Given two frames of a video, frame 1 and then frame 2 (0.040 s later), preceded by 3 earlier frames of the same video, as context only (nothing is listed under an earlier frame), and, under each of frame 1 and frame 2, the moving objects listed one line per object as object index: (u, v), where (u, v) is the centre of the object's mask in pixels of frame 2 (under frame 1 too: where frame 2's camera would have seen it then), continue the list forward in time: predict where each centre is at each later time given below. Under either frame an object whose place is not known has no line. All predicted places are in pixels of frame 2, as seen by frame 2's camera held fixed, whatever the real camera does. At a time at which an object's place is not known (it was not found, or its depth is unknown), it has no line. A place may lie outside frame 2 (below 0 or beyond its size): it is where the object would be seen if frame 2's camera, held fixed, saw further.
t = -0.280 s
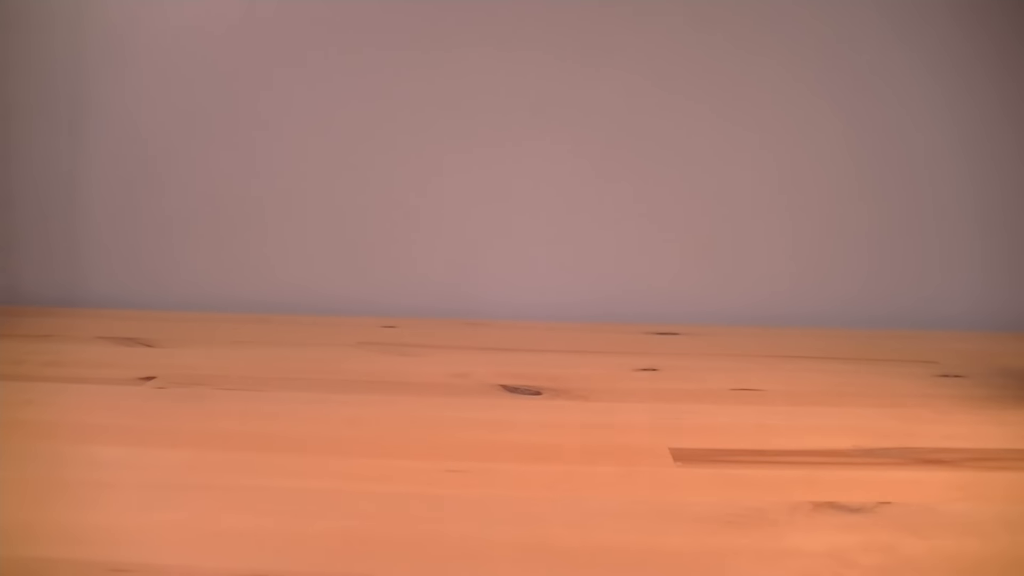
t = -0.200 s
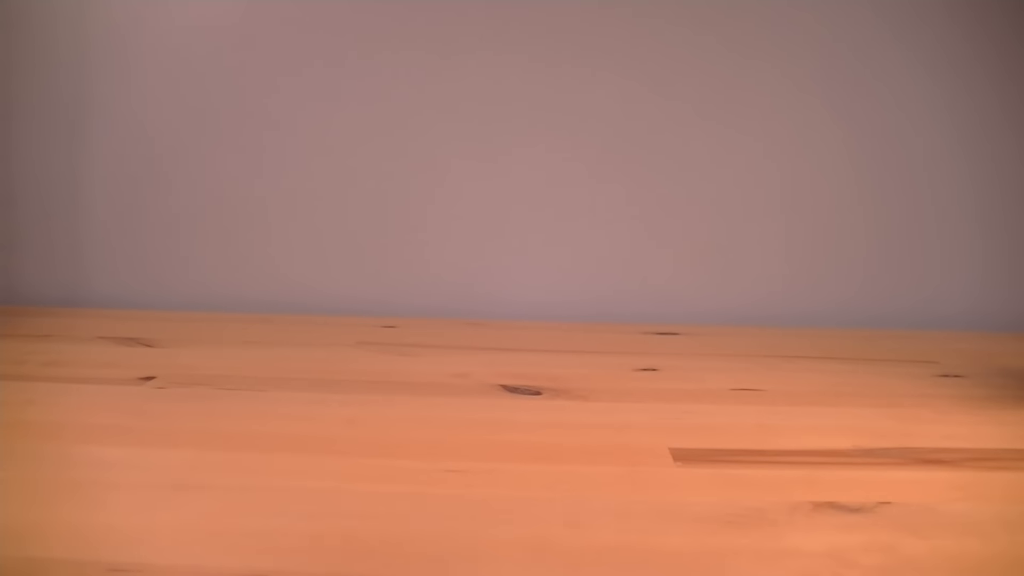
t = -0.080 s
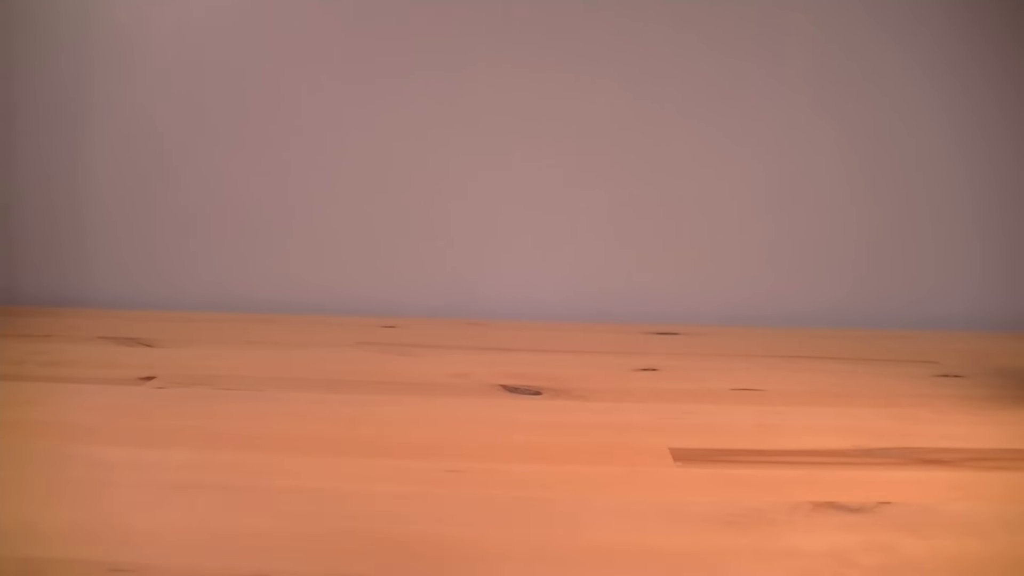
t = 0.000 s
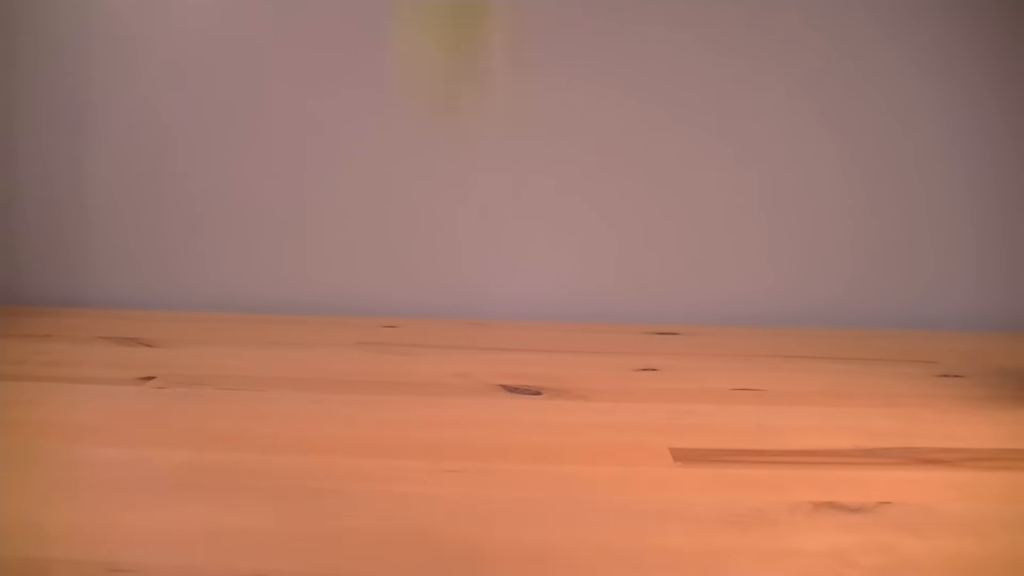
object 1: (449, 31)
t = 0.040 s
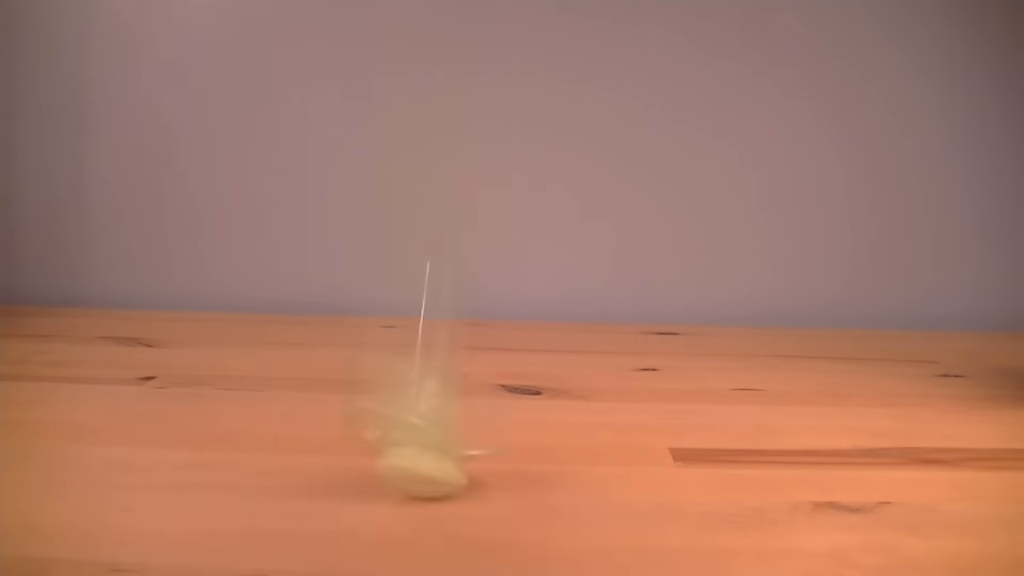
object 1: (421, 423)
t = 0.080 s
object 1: (402, 405)
